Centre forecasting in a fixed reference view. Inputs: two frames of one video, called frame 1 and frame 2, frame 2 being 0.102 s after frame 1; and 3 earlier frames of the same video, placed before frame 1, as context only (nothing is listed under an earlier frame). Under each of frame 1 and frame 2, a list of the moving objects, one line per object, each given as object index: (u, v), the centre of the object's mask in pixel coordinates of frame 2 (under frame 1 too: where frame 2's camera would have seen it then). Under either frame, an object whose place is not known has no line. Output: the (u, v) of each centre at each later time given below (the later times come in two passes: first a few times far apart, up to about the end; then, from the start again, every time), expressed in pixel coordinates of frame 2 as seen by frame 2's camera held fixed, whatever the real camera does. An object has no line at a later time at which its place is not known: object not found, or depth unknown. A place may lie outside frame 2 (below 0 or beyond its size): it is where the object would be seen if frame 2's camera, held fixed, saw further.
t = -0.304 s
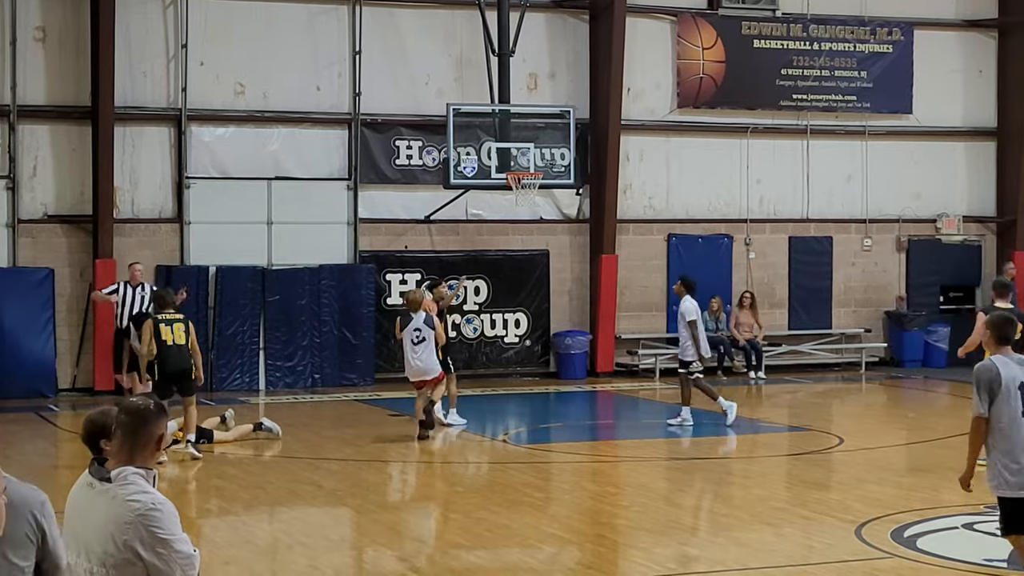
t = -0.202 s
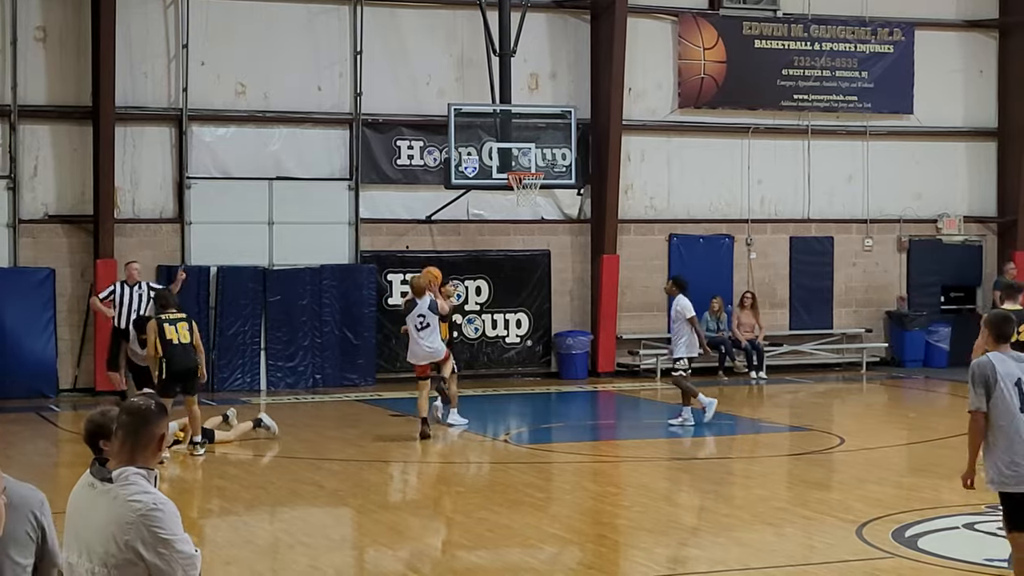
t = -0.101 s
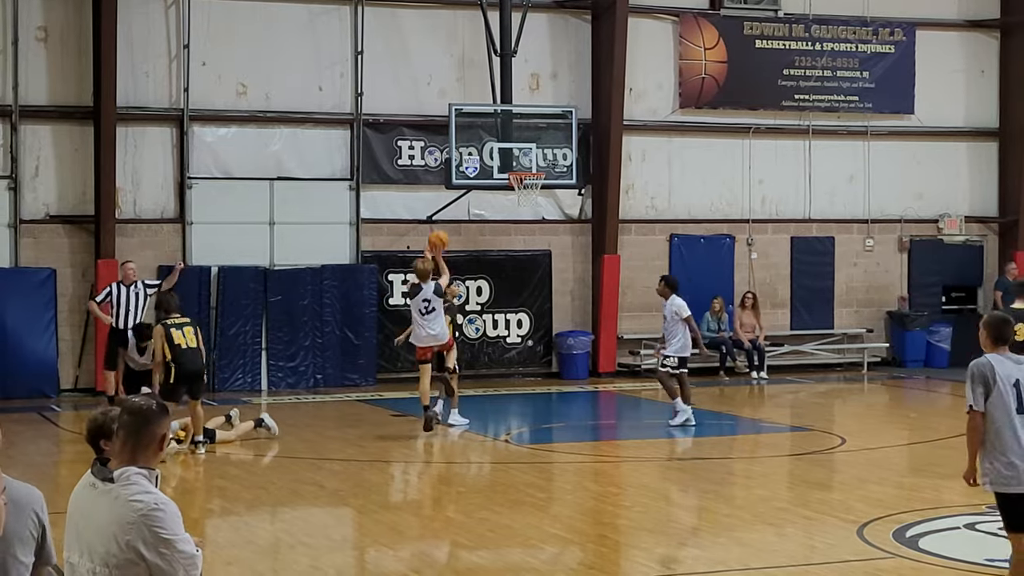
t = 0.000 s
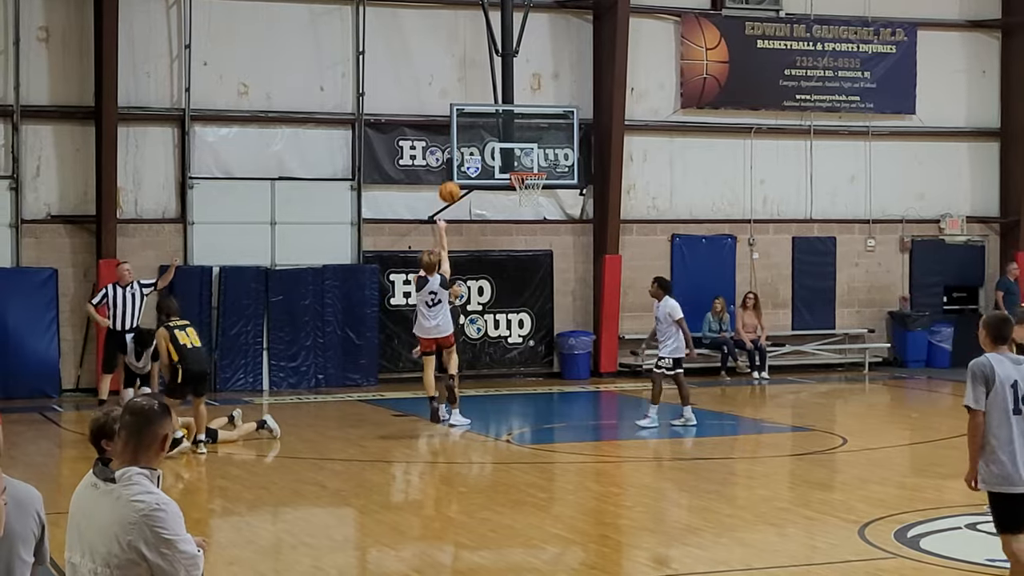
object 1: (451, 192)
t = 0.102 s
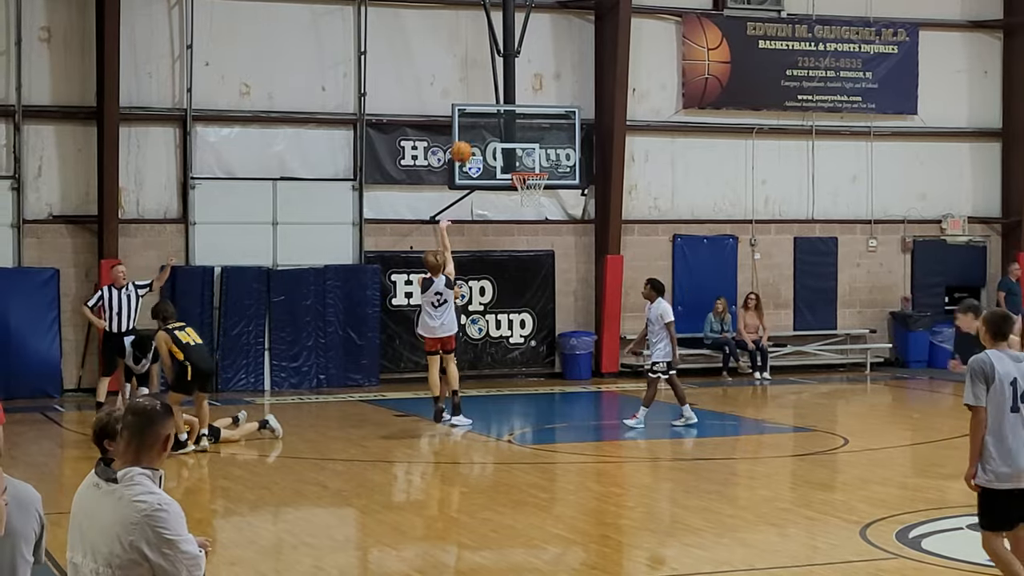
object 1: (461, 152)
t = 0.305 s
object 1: (479, 99)
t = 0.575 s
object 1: (502, 84)
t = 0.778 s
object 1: (518, 109)
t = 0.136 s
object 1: (464, 140)
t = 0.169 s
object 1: (468, 130)
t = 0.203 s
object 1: (470, 121)
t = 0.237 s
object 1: (474, 113)
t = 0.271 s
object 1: (477, 106)
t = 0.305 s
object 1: (479, 99)
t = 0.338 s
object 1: (483, 94)
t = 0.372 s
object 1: (486, 90)
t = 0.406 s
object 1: (488, 87)
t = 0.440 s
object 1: (491, 84)
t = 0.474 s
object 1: (494, 83)
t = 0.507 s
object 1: (497, 82)
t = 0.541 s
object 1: (500, 83)
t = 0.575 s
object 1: (502, 84)
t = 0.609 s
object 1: (505, 85)
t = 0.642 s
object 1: (507, 88)
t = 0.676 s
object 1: (510, 92)
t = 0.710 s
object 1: (513, 96)
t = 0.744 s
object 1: (516, 102)
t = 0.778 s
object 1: (518, 109)
